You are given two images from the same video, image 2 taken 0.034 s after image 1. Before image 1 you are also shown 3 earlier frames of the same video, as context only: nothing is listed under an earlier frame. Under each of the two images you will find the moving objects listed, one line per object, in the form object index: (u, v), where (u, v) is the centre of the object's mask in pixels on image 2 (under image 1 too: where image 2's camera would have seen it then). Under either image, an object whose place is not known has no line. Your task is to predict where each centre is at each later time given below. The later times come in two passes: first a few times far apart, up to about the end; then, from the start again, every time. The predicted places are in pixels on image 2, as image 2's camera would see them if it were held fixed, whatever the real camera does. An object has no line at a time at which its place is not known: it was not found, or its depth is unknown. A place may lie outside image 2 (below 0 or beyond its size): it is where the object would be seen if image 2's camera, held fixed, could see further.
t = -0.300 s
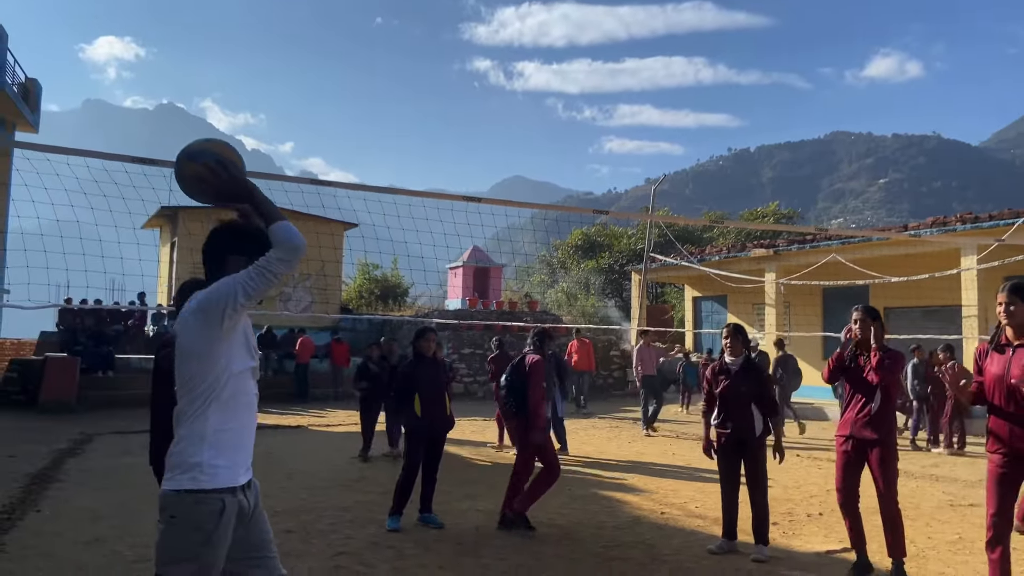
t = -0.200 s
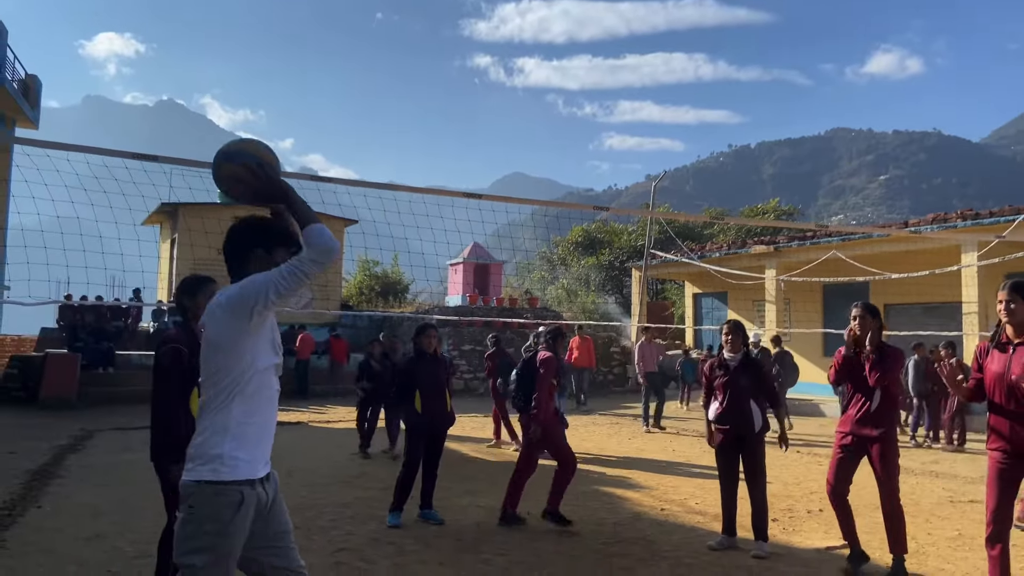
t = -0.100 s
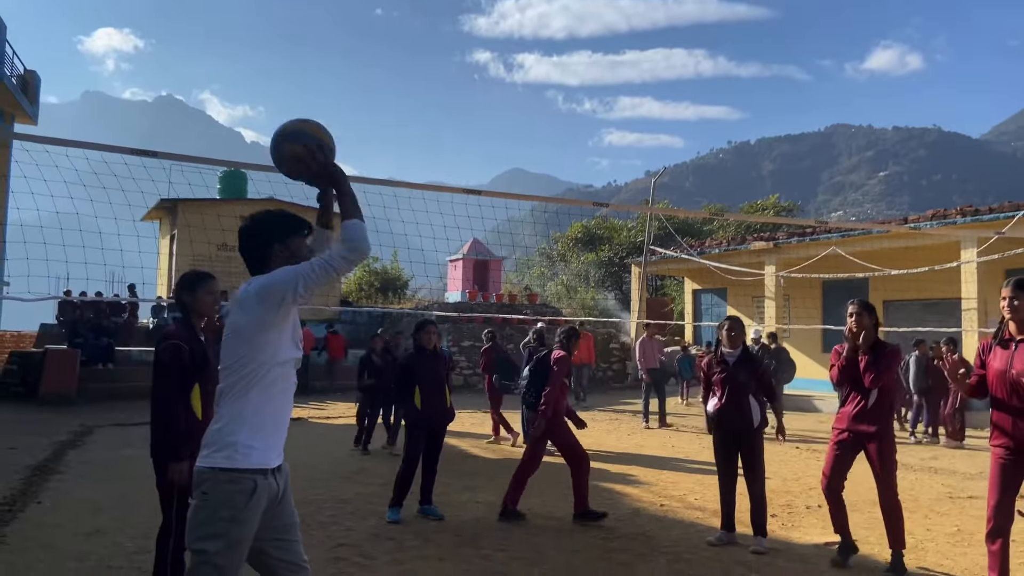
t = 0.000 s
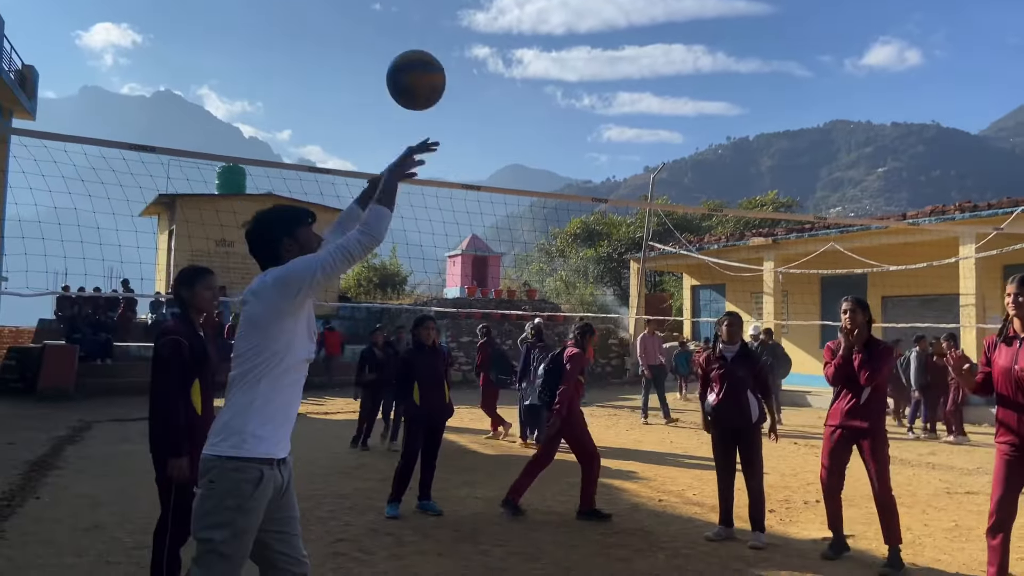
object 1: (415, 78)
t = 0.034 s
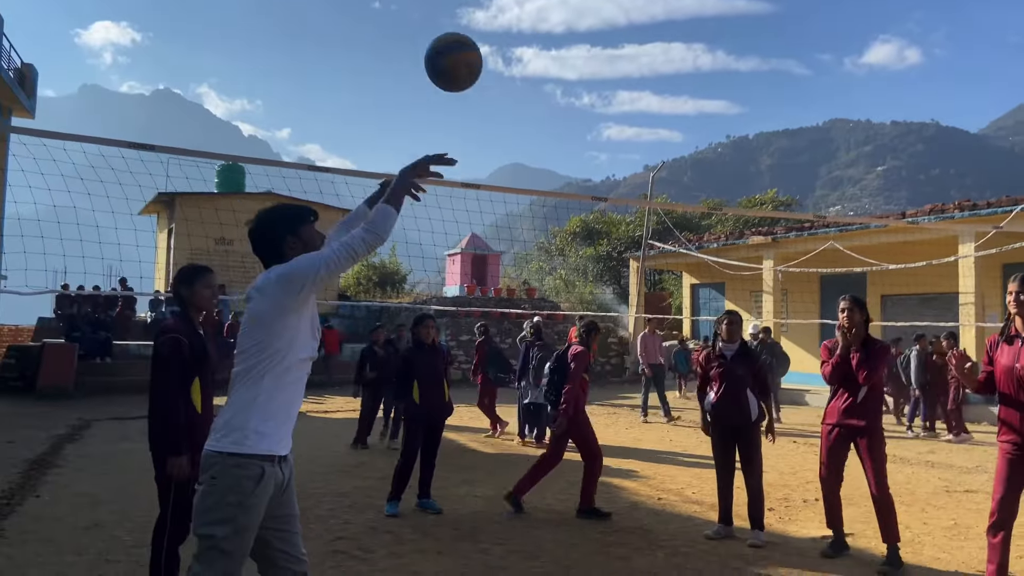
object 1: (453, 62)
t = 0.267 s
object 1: (679, 36)
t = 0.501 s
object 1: (855, 128)
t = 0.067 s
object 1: (490, 50)
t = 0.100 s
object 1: (524, 40)
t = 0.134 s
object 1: (558, 34)
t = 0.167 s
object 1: (590, 31)
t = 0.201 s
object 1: (621, 31)
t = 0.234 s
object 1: (651, 33)
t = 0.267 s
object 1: (679, 36)
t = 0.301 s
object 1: (706, 43)
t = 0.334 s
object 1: (733, 52)
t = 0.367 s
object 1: (759, 64)
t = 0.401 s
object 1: (785, 77)
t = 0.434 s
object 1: (808, 92)
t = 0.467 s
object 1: (832, 110)
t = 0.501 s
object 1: (855, 128)
